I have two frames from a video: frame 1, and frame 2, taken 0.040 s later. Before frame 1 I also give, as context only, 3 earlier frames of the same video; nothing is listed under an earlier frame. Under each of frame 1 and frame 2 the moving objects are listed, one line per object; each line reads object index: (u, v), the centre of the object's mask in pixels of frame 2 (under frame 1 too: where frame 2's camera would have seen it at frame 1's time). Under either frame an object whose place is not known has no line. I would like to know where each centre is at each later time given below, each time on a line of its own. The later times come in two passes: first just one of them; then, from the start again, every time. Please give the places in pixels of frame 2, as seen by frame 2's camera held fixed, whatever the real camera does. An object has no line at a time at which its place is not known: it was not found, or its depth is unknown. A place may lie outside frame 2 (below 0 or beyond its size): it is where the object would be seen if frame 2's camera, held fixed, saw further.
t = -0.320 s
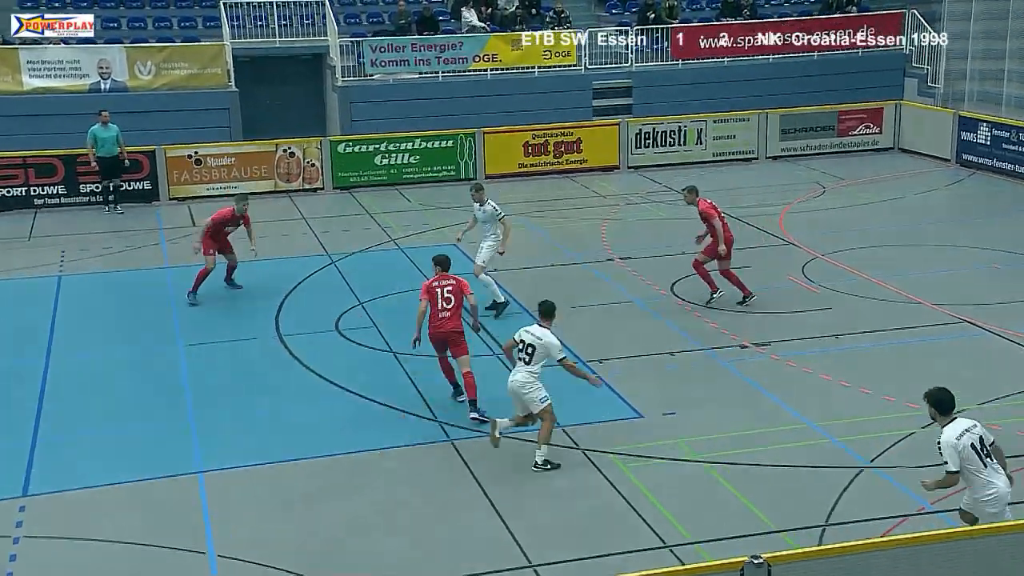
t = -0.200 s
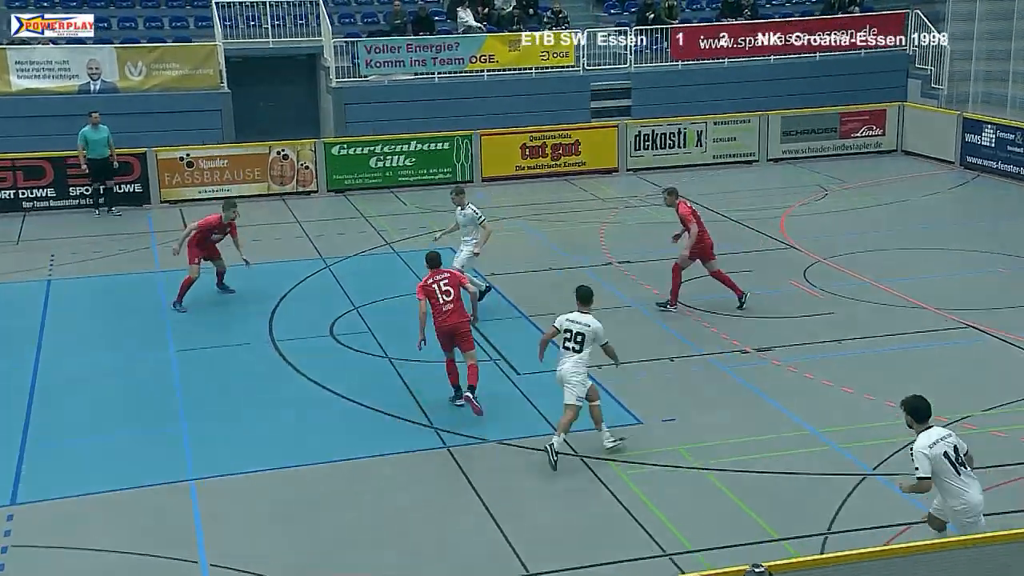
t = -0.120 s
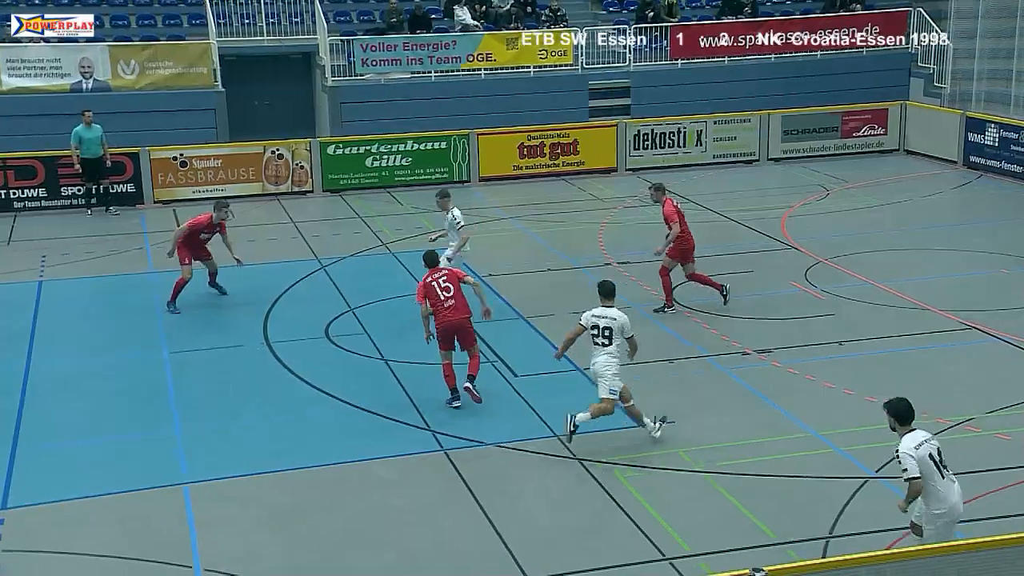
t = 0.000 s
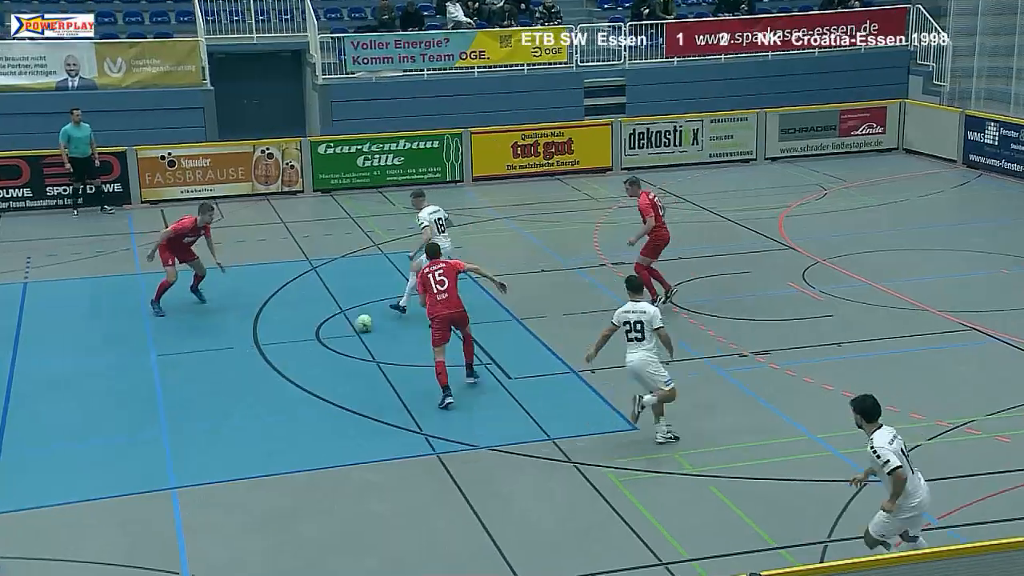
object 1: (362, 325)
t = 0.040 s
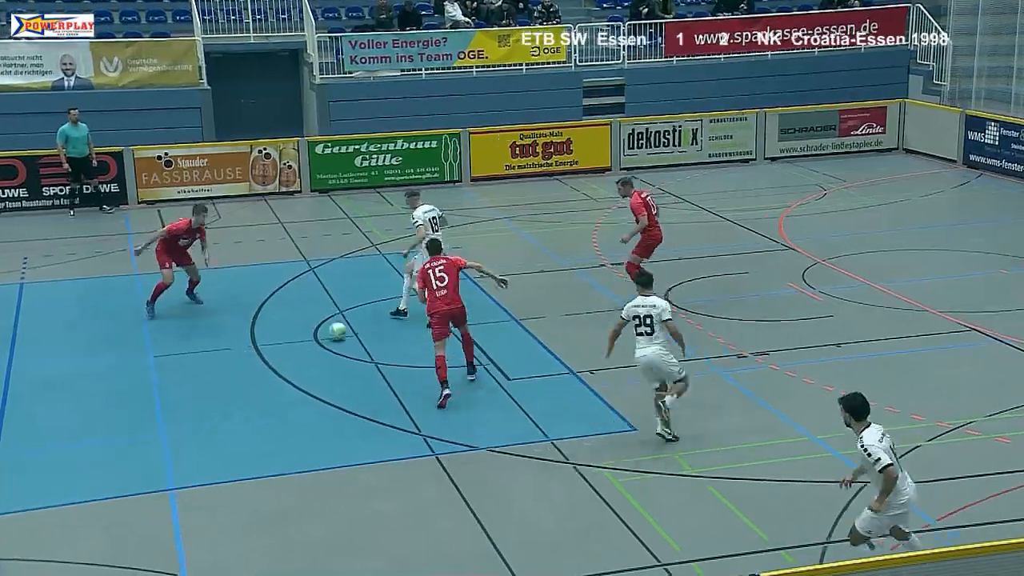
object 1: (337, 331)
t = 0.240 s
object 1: (211, 370)
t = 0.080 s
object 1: (312, 339)
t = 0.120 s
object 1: (287, 346)
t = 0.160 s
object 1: (261, 355)
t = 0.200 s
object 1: (236, 363)
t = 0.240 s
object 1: (211, 370)
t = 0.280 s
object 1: (186, 378)
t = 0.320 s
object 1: (161, 385)
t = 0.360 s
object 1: (135, 393)
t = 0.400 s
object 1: (110, 400)
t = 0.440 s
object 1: (82, 408)
